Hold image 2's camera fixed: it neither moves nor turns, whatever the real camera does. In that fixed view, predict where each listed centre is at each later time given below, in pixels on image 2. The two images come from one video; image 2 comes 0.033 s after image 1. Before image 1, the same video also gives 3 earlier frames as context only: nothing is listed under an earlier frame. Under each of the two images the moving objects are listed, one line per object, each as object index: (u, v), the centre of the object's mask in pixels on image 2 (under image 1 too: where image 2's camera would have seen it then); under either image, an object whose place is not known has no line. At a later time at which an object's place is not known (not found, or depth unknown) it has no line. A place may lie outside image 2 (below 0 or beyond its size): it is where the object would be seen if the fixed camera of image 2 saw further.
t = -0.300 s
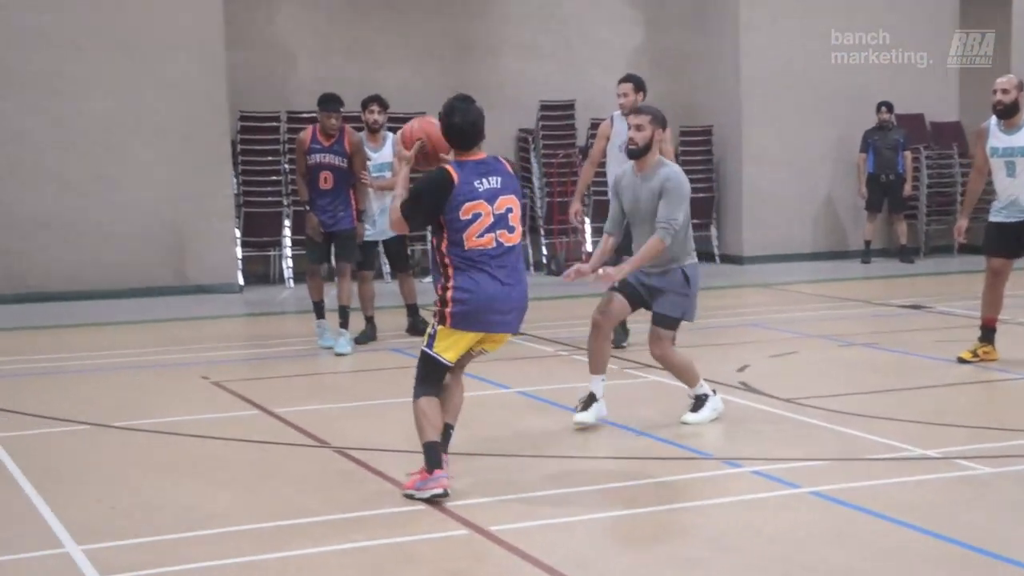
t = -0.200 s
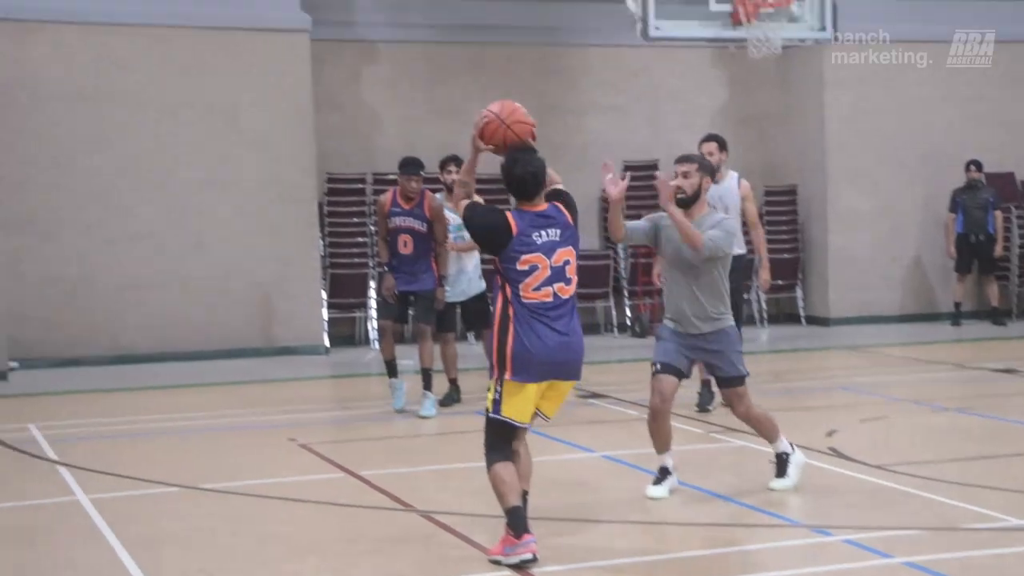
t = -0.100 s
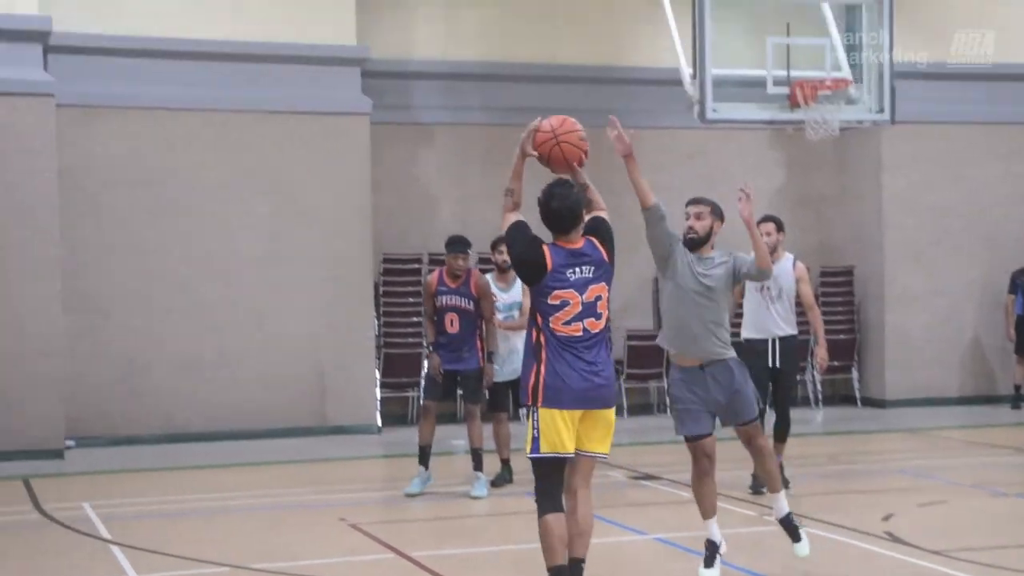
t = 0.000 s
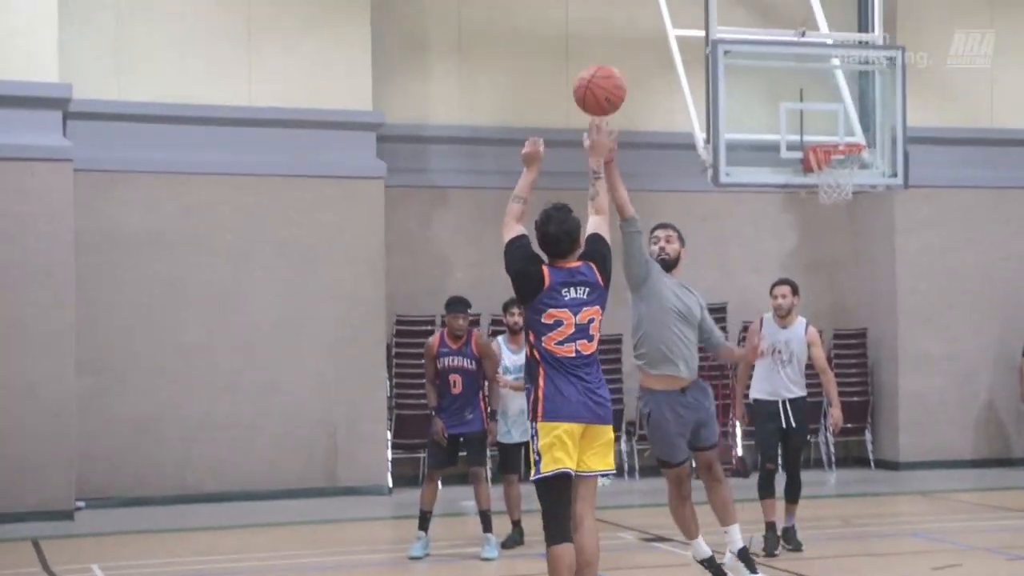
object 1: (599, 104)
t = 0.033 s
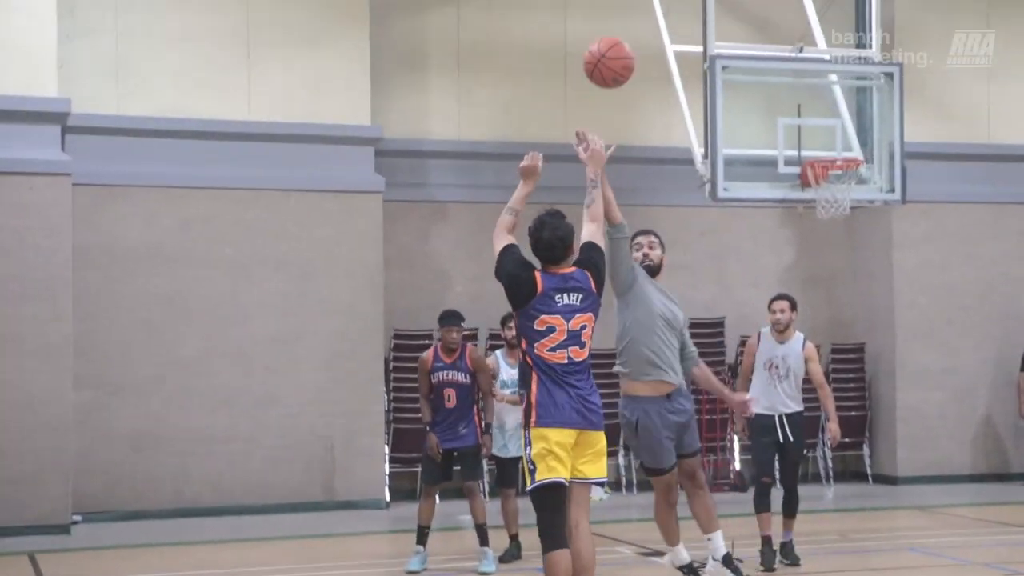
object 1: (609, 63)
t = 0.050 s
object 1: (615, 43)
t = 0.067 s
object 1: (620, 25)
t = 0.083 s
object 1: (625, 6)
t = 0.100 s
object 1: (631, -8)
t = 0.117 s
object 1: (636, -20)
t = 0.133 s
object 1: (641, -33)
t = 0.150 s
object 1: (646, -46)
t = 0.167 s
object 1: (651, -59)
